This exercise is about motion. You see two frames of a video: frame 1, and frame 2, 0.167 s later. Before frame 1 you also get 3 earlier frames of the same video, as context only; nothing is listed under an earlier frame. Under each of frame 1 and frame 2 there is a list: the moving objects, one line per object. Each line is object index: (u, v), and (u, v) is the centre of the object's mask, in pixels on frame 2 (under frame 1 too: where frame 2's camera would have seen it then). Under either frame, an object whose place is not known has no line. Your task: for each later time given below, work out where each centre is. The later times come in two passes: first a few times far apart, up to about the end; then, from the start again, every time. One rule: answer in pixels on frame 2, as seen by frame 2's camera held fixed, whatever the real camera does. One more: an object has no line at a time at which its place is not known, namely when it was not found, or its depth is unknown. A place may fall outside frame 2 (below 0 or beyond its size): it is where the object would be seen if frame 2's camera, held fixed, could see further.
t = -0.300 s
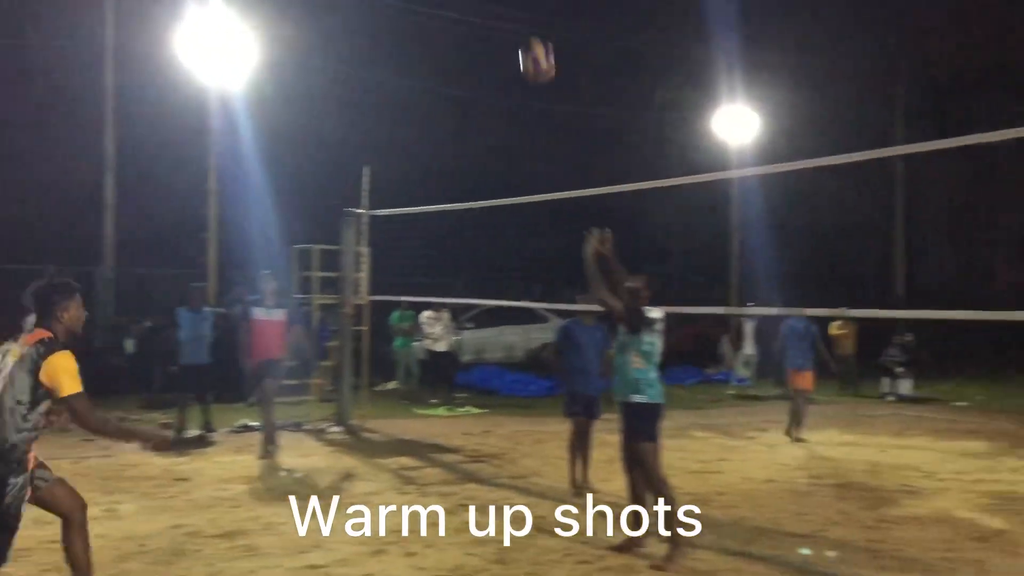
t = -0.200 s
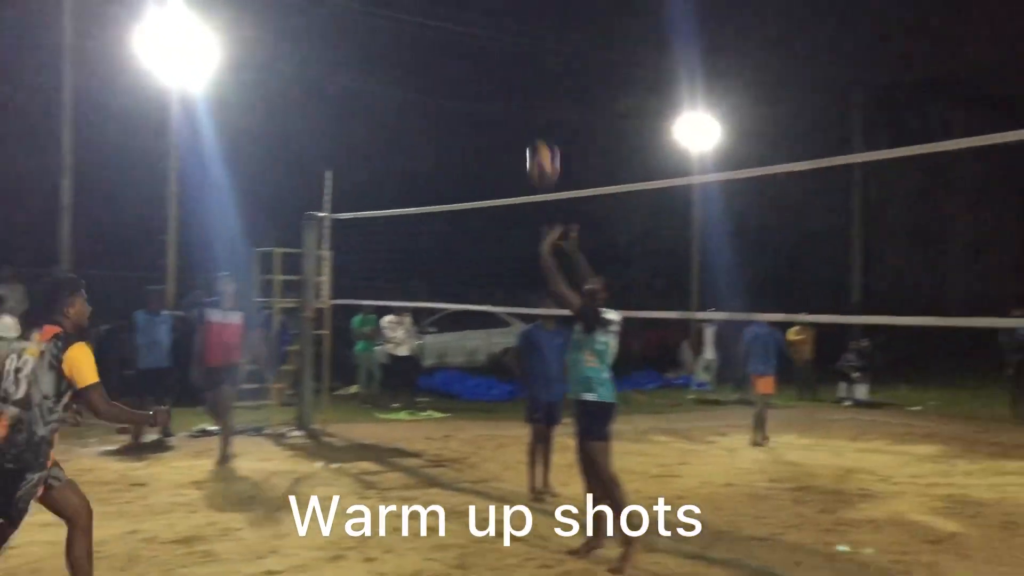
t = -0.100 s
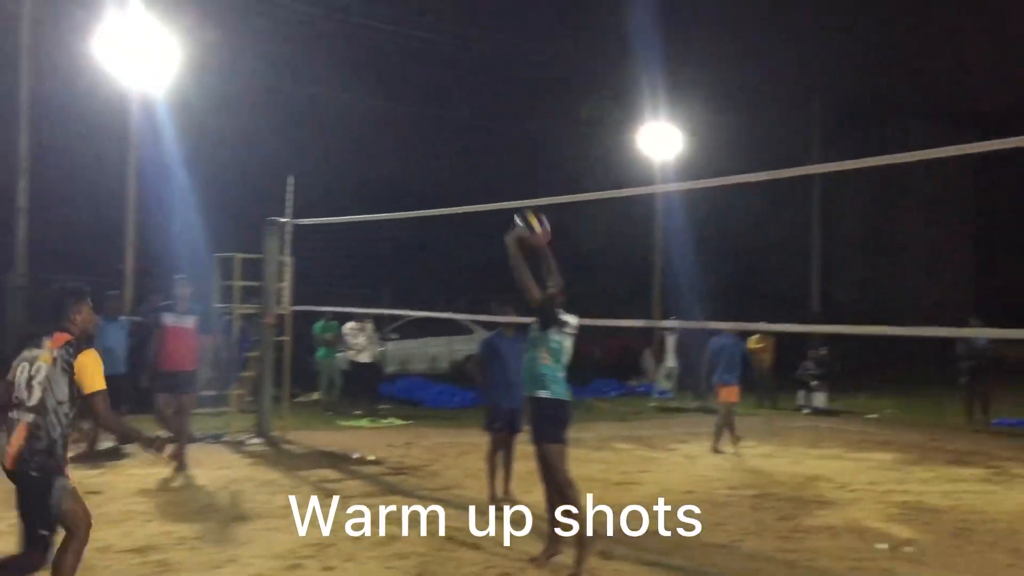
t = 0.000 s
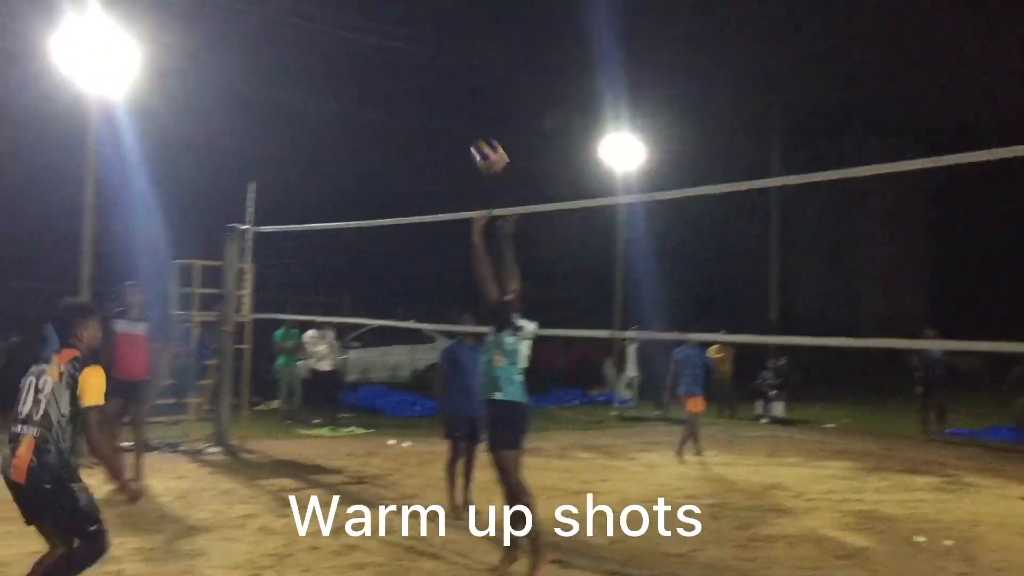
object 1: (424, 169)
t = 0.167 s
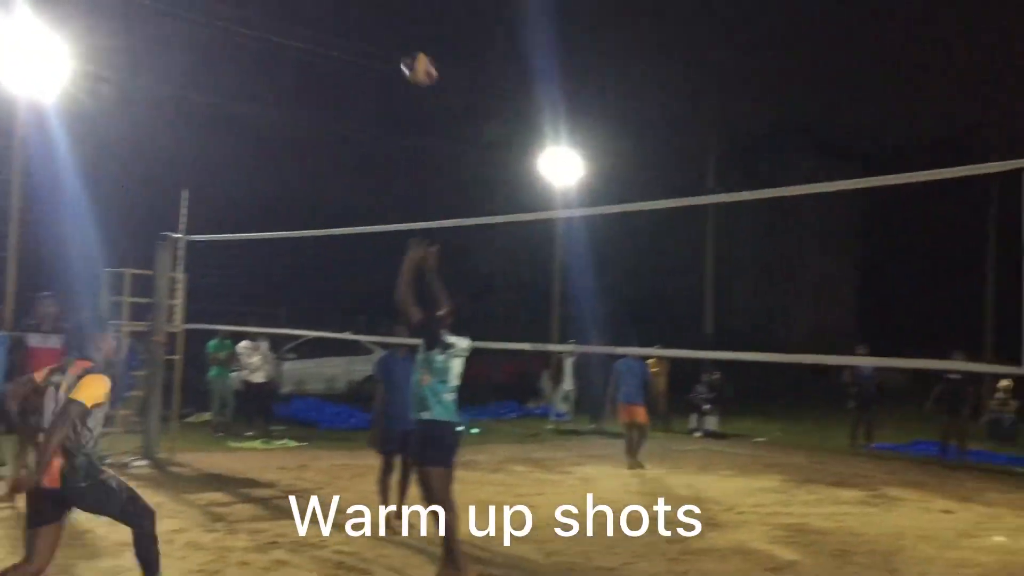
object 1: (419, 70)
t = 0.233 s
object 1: (417, 42)
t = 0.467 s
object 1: (407, -7)
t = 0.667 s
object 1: (398, 10)
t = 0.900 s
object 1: (382, 95)
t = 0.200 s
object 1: (418, 55)
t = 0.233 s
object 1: (417, 42)
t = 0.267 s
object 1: (415, 30)
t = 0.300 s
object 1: (414, 20)
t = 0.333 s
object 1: (413, 11)
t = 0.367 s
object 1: (411, 4)
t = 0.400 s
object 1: (410, -2)
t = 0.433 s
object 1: (409, -5)
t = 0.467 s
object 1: (407, -7)
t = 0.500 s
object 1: (406, -8)
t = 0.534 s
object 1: (404, -7)
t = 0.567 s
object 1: (403, -5)
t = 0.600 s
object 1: (401, -1)
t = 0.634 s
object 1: (399, 4)
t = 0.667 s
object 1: (398, 10)
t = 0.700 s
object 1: (396, 18)
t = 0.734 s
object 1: (394, 27)
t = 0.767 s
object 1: (392, 38)
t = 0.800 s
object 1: (390, 50)
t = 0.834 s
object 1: (388, 63)
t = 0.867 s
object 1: (385, 79)
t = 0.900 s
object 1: (382, 95)
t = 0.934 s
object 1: (380, 112)
